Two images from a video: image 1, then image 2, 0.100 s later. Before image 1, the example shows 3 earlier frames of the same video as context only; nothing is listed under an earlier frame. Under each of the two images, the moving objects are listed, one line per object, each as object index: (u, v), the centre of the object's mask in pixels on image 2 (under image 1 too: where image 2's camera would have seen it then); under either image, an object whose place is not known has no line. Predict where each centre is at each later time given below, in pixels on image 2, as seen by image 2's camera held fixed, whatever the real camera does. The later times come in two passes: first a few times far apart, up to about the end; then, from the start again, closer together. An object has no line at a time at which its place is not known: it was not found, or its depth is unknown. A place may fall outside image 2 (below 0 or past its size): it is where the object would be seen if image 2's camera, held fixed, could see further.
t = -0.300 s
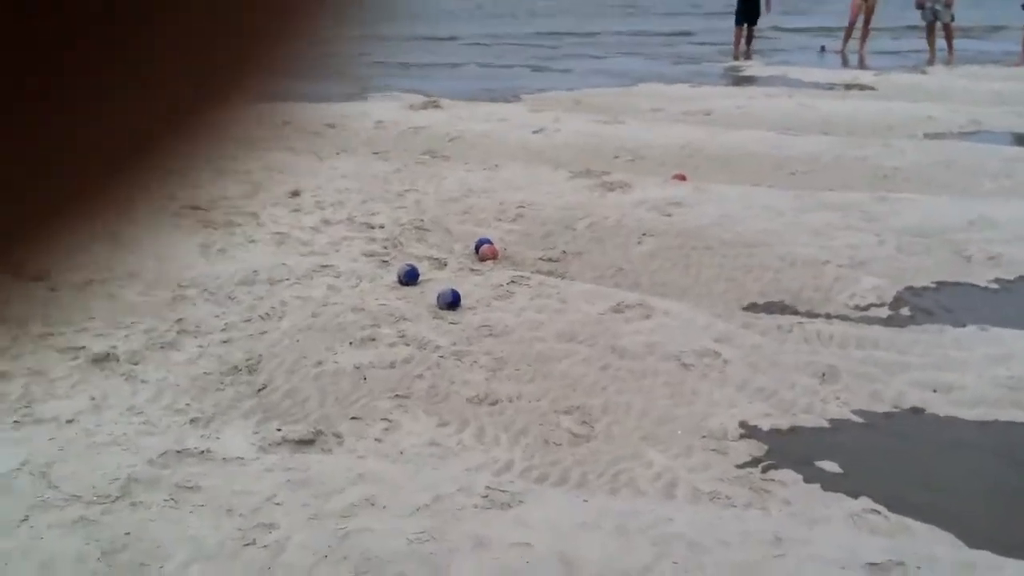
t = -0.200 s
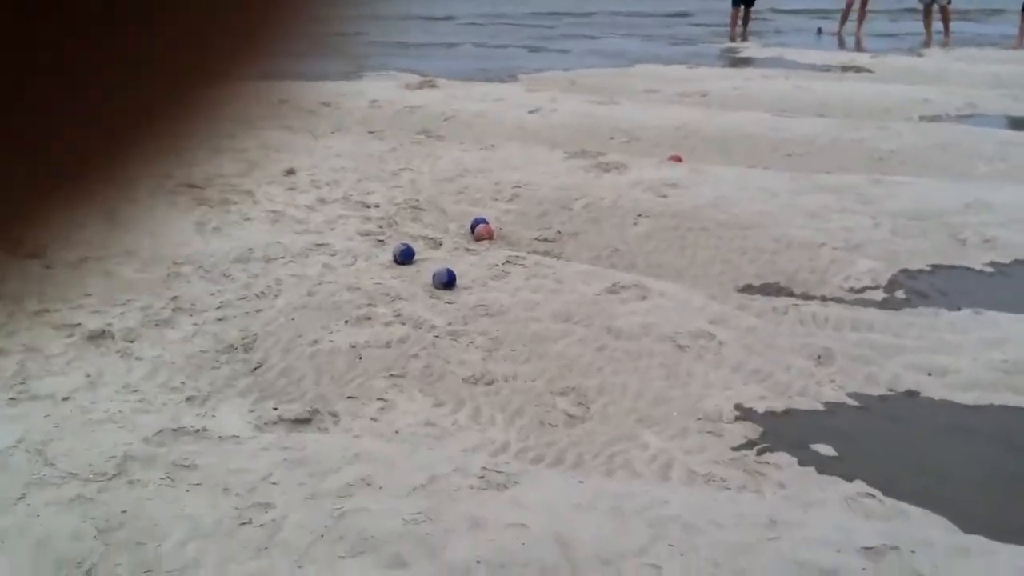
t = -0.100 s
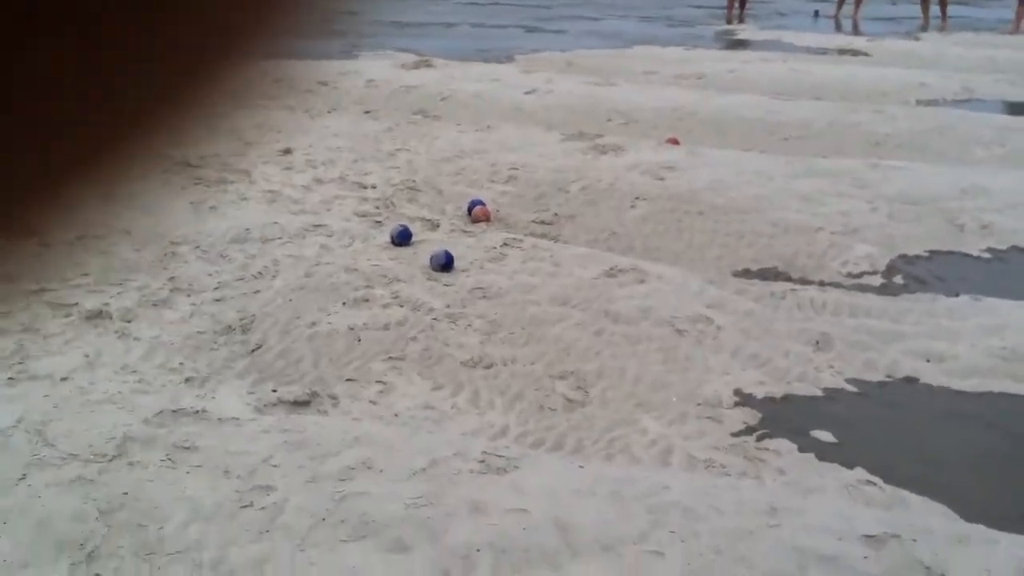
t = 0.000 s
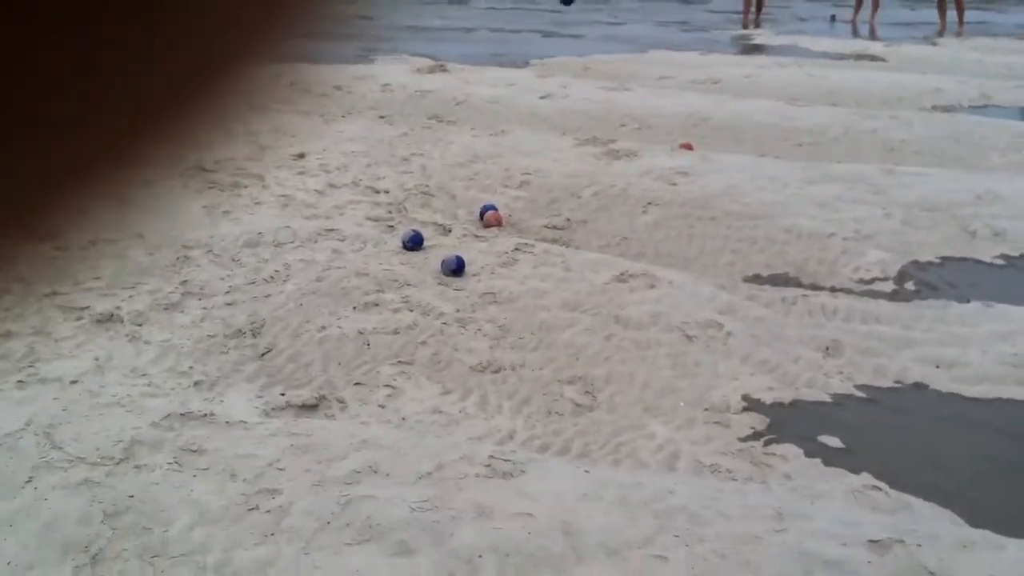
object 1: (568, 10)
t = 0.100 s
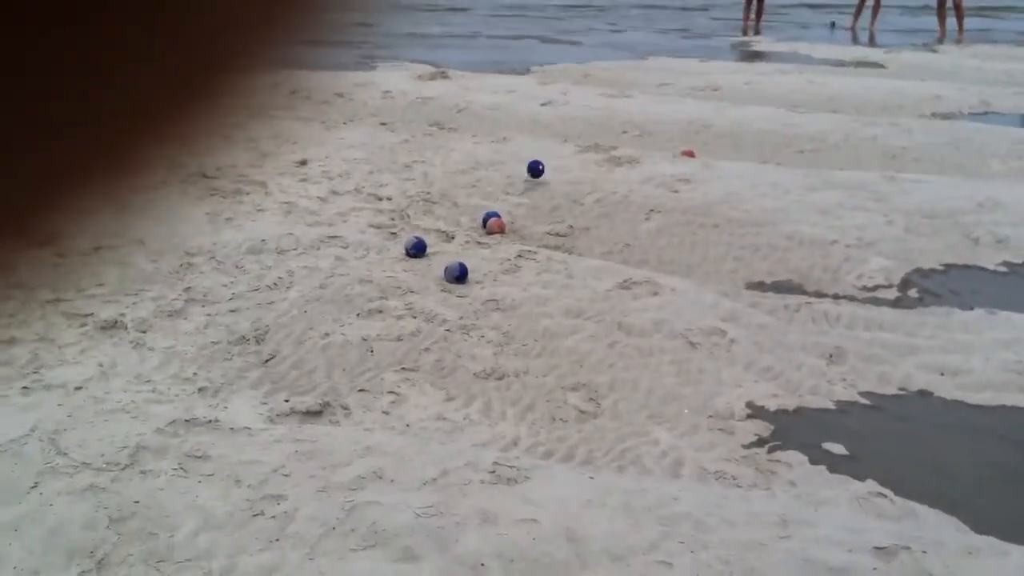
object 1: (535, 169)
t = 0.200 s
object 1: (533, 193)
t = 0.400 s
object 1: (536, 229)
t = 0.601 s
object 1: (544, 240)
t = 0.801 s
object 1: (564, 244)
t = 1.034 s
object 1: (597, 249)
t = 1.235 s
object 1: (629, 259)
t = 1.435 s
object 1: (656, 259)
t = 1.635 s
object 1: (677, 257)
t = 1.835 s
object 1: (692, 256)
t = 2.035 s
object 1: (699, 259)
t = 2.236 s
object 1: (693, 259)
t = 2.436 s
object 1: (691, 259)
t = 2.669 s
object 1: (693, 260)
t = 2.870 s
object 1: (694, 259)
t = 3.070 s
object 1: (694, 259)
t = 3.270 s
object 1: (694, 260)
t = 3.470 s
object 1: (694, 259)
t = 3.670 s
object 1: (693, 259)
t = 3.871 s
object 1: (694, 259)
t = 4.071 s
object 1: (694, 259)
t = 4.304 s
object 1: (694, 259)
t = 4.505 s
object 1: (694, 259)
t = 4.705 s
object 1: (694, 259)
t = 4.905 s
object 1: (694, 259)
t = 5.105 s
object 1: (694, 259)
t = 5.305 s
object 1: (694, 259)
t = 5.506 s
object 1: (694, 259)
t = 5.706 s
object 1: (694, 259)
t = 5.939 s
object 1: (694, 259)
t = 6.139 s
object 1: (694, 259)
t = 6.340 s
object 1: (695, 259)
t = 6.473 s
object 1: (695, 259)
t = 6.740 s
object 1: (694, 259)
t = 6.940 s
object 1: (694, 259)
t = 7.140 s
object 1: (695, 259)
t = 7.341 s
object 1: (694, 259)
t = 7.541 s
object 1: (695, 259)
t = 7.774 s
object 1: (694, 259)
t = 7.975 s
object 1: (695, 260)
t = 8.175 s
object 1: (695, 259)
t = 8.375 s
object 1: (694, 260)
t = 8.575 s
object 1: (695, 259)
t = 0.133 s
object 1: (533, 187)
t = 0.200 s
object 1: (533, 193)
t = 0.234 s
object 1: (532, 195)
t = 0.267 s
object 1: (534, 198)
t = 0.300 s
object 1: (534, 204)
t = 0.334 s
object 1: (534, 212)
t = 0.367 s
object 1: (534, 223)
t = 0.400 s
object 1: (536, 229)
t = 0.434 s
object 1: (537, 232)
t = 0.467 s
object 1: (538, 235)
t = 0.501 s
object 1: (539, 239)
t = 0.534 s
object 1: (540, 240)
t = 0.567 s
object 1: (542, 240)
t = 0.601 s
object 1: (544, 240)
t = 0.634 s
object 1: (547, 242)
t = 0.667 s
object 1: (549, 242)
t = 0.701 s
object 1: (553, 242)
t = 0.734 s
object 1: (556, 242)
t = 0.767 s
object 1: (560, 243)
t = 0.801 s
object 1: (564, 244)
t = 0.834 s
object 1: (568, 244)
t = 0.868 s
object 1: (573, 245)
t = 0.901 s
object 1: (577, 245)
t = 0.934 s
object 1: (582, 246)
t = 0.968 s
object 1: (587, 247)
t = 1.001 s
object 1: (591, 248)
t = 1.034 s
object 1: (597, 249)
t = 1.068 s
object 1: (602, 250)
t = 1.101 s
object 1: (607, 251)
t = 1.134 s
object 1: (612, 253)
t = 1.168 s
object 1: (618, 254)
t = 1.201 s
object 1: (624, 256)
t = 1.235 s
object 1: (629, 259)
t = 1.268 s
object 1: (634, 260)
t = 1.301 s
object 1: (639, 260)
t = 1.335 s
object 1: (643, 260)
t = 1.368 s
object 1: (648, 259)
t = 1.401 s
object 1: (652, 259)
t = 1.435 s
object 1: (656, 259)
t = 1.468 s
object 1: (659, 258)
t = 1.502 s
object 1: (663, 258)
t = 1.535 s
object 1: (667, 257)
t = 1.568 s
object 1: (670, 257)
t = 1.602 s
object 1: (674, 257)
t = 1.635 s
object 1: (677, 257)
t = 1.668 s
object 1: (680, 257)
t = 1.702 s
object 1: (682, 257)
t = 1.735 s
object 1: (685, 256)
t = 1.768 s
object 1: (687, 256)
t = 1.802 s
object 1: (689, 256)
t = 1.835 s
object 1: (692, 256)
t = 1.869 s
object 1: (693, 257)
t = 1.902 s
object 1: (695, 257)
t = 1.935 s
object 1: (697, 258)
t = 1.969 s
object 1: (697, 259)
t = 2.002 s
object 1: (698, 259)
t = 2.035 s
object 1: (699, 259)
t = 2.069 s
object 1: (698, 259)
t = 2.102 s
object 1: (698, 259)
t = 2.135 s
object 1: (697, 259)
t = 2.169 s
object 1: (696, 259)
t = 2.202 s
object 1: (695, 259)
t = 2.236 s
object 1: (693, 259)
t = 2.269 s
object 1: (693, 259)
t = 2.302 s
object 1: (692, 259)
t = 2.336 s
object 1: (692, 259)
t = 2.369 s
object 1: (691, 260)
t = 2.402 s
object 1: (691, 260)
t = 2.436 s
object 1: (691, 259)
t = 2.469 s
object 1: (691, 259)
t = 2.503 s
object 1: (691, 260)
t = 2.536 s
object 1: (692, 260)
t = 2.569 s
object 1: (692, 259)
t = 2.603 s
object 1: (692, 259)
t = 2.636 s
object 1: (693, 259)
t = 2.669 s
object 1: (693, 260)
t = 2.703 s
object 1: (694, 259)
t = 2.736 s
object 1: (694, 259)
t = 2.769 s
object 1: (695, 259)
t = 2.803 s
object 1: (694, 259)
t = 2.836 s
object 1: (694, 259)
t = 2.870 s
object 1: (694, 259)
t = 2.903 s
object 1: (694, 259)
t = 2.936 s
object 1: (694, 259)
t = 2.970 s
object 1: (694, 259)
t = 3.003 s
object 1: (694, 259)
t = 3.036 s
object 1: (694, 259)
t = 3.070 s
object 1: (694, 259)
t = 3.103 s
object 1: (694, 259)
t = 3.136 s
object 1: (694, 259)
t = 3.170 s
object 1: (694, 259)
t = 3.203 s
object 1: (694, 259)
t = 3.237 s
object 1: (693, 259)
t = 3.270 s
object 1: (694, 260)
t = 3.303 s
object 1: (694, 259)
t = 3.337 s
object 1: (694, 259)
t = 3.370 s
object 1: (694, 259)
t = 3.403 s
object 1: (693, 259)
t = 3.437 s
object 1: (693, 259)
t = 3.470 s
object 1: (694, 259)
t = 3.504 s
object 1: (694, 259)
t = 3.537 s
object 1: (694, 259)
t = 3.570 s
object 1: (693, 259)
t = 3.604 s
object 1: (694, 259)
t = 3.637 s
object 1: (693, 259)
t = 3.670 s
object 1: (693, 259)
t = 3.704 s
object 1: (694, 259)
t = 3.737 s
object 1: (694, 259)
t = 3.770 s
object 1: (694, 259)
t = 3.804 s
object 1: (694, 259)
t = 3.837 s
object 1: (694, 259)
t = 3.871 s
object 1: (694, 259)
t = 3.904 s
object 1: (694, 259)
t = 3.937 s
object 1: (694, 259)
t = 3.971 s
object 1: (694, 259)
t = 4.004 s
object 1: (694, 260)
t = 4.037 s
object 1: (694, 259)
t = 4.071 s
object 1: (694, 259)
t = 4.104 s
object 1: (694, 260)
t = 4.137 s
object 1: (694, 259)
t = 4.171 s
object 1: (694, 259)
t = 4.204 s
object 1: (694, 259)
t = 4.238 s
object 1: (694, 259)
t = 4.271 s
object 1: (694, 259)
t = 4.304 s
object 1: (694, 259)
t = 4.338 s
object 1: (694, 259)
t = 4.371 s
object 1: (694, 260)
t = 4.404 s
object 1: (694, 259)
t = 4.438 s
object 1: (694, 259)
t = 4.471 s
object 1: (694, 259)
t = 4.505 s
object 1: (694, 259)
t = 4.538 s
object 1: (694, 259)
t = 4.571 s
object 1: (694, 259)
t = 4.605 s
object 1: (694, 259)
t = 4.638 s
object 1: (694, 259)
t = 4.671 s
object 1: (694, 259)
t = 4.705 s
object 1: (694, 259)
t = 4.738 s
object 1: (694, 259)
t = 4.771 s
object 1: (694, 259)
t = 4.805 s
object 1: (694, 259)
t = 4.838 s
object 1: (694, 259)
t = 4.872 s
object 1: (694, 259)
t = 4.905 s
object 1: (694, 259)
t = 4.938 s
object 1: (694, 259)
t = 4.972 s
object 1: (694, 259)
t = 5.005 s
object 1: (694, 259)
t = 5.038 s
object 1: (694, 259)
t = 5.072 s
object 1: (694, 259)
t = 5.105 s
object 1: (694, 259)
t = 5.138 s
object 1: (694, 259)
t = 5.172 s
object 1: (694, 259)
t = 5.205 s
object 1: (695, 259)
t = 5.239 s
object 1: (694, 259)
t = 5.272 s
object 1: (694, 259)
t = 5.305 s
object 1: (694, 259)
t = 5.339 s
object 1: (694, 259)
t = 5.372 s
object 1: (694, 259)
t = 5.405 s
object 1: (694, 259)
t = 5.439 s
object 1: (695, 259)
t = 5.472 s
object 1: (694, 259)
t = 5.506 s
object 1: (694, 259)
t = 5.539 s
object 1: (695, 259)
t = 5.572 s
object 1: (695, 259)
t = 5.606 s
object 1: (695, 259)
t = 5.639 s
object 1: (695, 259)
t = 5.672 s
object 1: (695, 259)
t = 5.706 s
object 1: (694, 259)
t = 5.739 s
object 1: (695, 259)
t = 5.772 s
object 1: (695, 260)
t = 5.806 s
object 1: (694, 259)
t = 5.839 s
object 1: (694, 259)
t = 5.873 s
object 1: (694, 259)
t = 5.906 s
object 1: (695, 260)
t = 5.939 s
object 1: (694, 259)
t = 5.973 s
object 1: (694, 259)
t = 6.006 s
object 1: (695, 259)
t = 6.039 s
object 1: (695, 259)
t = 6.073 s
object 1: (695, 259)
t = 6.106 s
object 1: (694, 259)
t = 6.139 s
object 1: (694, 259)
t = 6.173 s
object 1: (695, 259)
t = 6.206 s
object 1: (694, 259)
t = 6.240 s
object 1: (694, 260)
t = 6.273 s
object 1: (695, 259)
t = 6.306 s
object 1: (695, 259)
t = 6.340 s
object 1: (695, 259)
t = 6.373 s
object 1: (695, 259)
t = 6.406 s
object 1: (695, 259)
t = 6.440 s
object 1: (695, 259)
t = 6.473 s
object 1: (695, 259)
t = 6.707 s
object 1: (695, 260)
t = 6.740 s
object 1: (694, 259)
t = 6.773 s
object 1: (694, 259)
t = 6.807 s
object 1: (694, 259)
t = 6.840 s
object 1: (694, 259)
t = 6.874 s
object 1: (694, 259)
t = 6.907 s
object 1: (695, 259)
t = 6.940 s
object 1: (694, 259)
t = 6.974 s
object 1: (695, 259)
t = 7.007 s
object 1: (695, 259)
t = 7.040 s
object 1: (694, 259)
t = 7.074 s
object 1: (695, 259)
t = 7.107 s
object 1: (695, 259)
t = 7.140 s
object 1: (695, 259)
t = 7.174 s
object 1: (694, 259)
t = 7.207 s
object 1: (694, 259)
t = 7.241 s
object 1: (695, 259)
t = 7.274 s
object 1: (695, 259)
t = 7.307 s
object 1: (695, 259)
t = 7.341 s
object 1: (694, 259)
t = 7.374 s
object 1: (694, 259)
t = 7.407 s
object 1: (694, 259)
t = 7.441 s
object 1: (694, 259)
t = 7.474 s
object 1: (695, 259)
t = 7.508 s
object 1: (695, 259)
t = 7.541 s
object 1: (695, 259)
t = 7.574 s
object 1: (695, 260)
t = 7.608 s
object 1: (695, 259)
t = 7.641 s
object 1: (694, 259)
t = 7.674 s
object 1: (694, 260)
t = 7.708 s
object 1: (695, 259)
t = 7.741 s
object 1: (695, 260)
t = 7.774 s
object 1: (694, 259)
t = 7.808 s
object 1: (694, 259)
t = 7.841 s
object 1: (694, 260)
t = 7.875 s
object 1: (694, 259)
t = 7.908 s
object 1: (695, 259)
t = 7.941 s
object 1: (694, 260)
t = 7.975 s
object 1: (695, 260)
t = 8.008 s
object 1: (695, 260)
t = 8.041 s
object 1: (695, 260)
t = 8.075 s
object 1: (695, 260)
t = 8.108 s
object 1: (695, 259)
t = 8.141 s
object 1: (694, 259)
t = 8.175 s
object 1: (695, 259)
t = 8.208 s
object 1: (694, 259)
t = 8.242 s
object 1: (695, 259)
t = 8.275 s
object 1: (695, 260)
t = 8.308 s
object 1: (695, 260)
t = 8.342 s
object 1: (695, 259)
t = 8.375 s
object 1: (694, 260)
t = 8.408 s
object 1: (694, 259)
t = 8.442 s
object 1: (694, 259)
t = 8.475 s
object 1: (695, 259)
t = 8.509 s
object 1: (695, 259)
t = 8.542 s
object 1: (695, 259)
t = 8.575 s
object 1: (695, 259)
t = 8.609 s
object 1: (695, 259)
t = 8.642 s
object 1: (694, 259)
